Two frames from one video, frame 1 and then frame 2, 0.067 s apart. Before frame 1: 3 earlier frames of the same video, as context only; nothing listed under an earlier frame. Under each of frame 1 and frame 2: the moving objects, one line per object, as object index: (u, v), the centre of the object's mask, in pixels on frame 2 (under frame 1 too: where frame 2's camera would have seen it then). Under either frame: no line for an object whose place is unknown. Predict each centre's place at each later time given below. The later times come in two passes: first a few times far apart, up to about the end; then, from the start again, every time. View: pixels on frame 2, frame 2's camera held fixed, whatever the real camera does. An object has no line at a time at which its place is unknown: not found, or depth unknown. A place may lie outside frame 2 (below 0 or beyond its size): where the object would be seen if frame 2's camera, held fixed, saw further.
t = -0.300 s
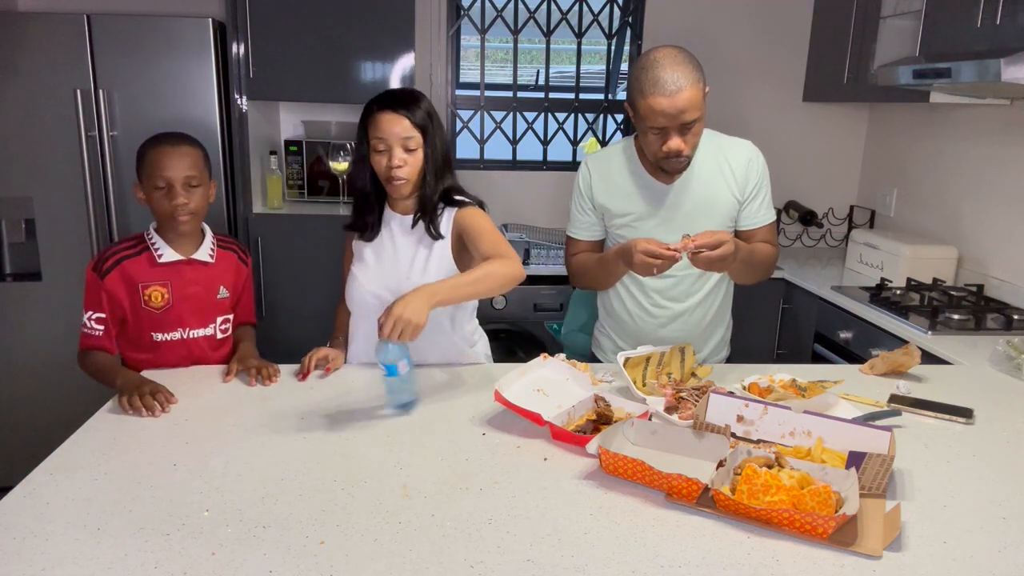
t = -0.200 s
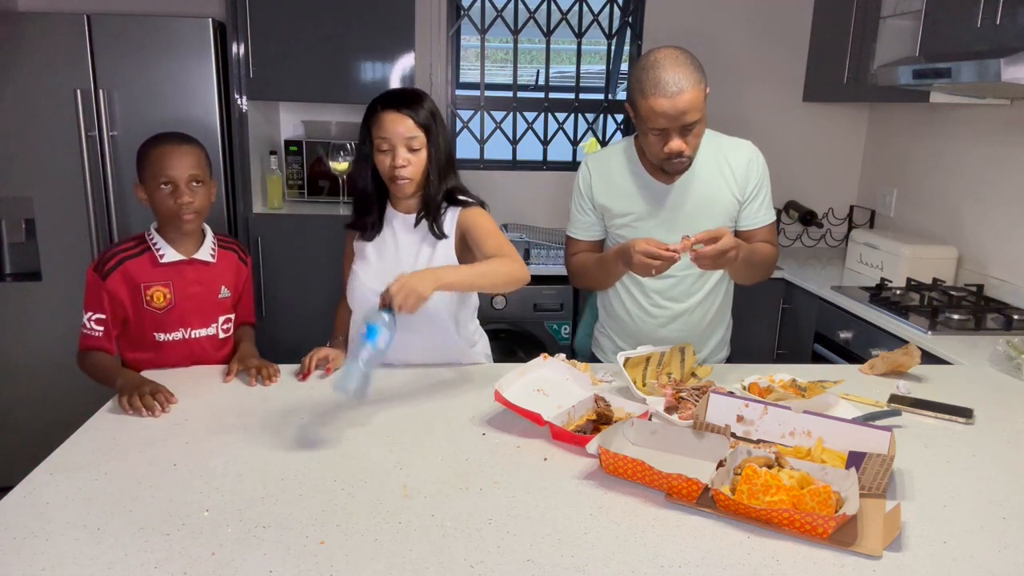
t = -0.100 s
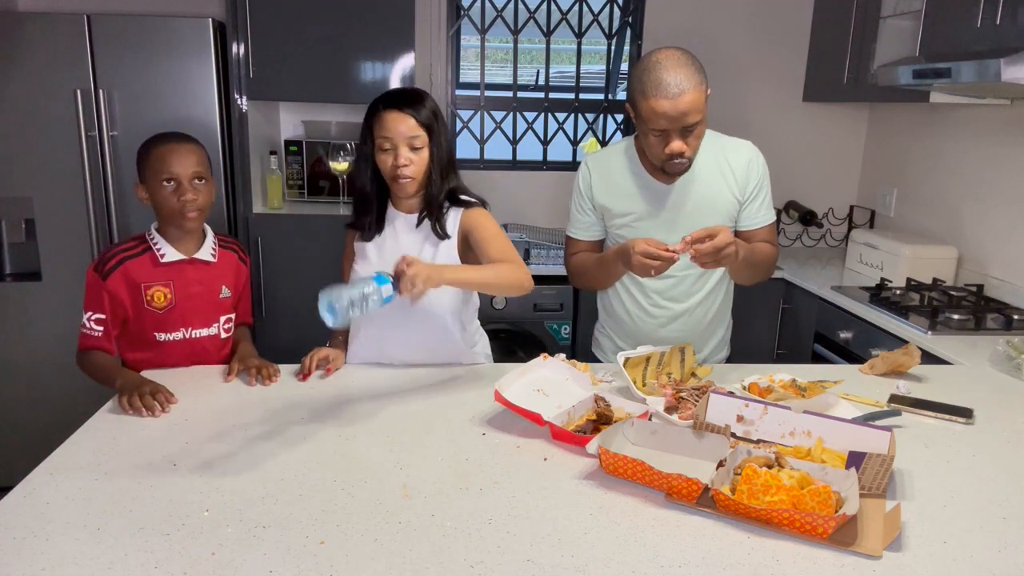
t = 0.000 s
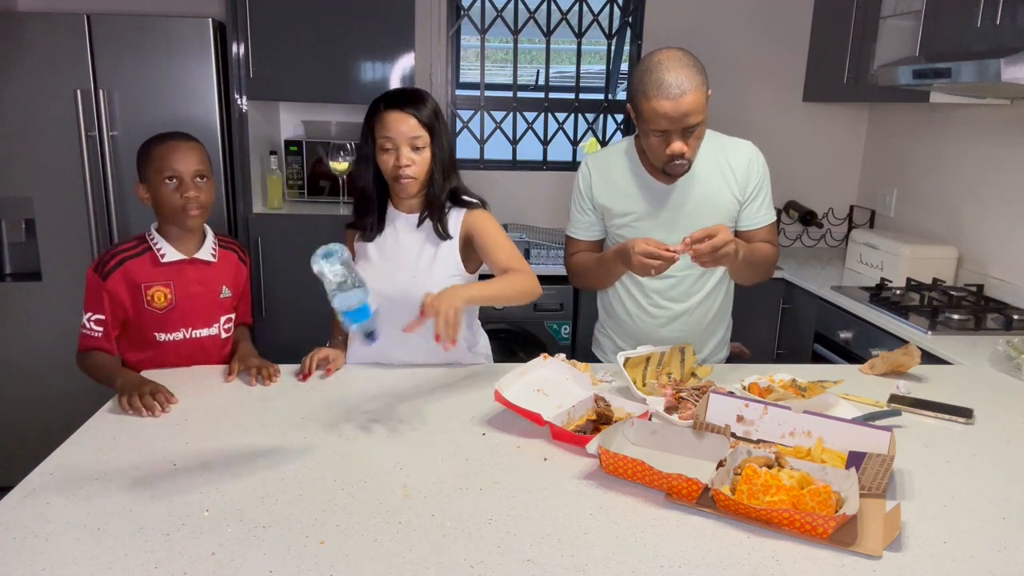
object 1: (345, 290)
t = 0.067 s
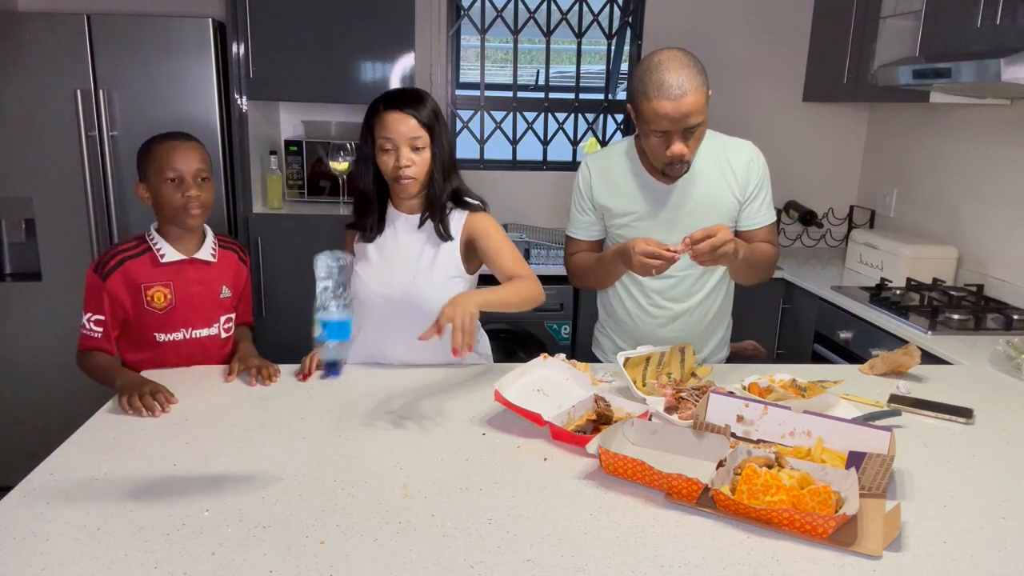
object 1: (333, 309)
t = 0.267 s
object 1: (305, 488)
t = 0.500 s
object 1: (330, 486)
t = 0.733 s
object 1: (343, 488)
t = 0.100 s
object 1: (326, 325)
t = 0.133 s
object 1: (320, 345)
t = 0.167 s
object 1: (315, 371)
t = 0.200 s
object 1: (310, 405)
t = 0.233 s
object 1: (306, 446)
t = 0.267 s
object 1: (305, 488)
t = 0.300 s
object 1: (311, 478)
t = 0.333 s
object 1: (317, 471)
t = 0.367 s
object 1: (321, 470)
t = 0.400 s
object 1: (324, 473)
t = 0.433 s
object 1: (326, 482)
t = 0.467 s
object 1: (328, 484)
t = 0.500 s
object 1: (330, 486)
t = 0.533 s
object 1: (332, 486)
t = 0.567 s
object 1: (333, 487)
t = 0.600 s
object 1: (336, 487)
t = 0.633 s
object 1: (338, 488)
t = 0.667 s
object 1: (341, 488)
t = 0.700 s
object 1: (342, 488)
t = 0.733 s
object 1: (343, 488)
